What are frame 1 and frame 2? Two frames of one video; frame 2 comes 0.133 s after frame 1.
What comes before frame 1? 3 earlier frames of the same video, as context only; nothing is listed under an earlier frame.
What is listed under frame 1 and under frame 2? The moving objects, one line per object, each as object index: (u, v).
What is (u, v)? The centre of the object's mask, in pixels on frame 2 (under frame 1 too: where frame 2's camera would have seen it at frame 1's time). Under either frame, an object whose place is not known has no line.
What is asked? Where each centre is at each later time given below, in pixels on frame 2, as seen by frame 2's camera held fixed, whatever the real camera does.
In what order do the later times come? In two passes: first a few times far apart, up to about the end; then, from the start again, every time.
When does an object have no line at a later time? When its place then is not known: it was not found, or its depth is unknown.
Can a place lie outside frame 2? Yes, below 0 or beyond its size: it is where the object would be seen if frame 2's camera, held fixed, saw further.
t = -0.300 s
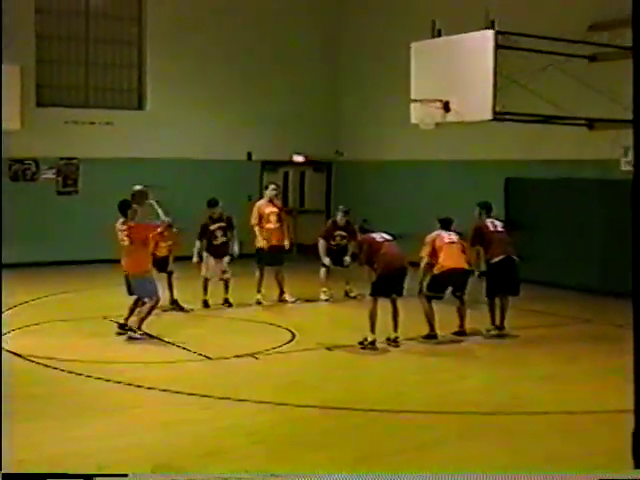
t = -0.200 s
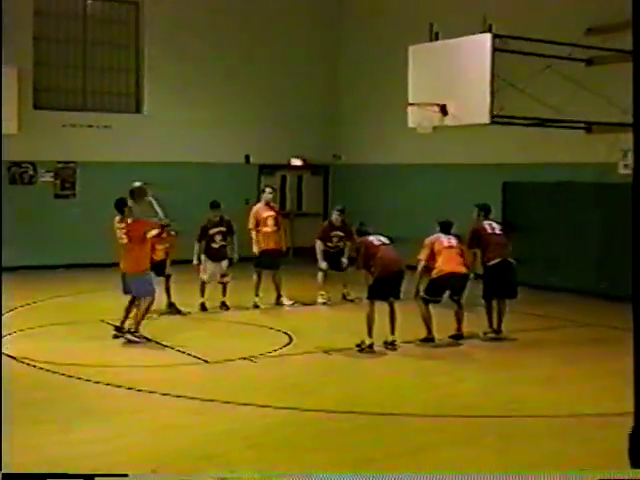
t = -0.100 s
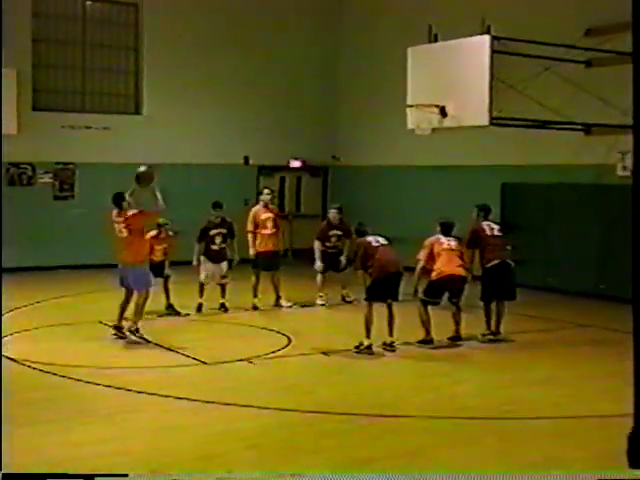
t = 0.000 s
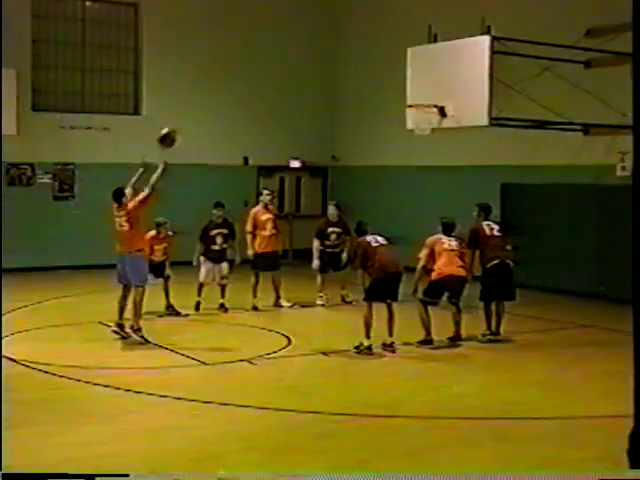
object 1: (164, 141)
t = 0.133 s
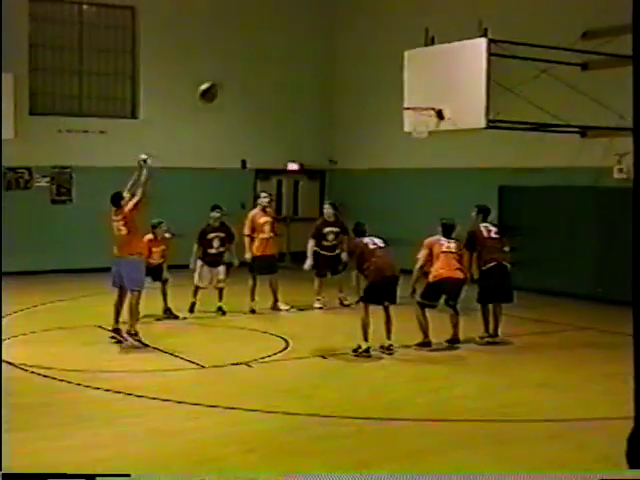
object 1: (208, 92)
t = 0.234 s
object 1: (239, 67)
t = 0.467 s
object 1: (305, 40)
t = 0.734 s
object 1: (375, 59)
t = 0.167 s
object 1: (218, 83)
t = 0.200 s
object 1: (228, 75)
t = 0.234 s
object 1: (239, 67)
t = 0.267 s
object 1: (249, 60)
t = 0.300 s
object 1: (259, 54)
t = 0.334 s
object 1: (268, 50)
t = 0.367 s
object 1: (278, 46)
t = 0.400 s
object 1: (286, 43)
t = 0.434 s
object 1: (296, 41)
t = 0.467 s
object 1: (305, 40)
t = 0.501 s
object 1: (315, 39)
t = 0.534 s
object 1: (323, 40)
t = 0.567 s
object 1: (333, 41)
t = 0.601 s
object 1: (341, 42)
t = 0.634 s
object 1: (351, 46)
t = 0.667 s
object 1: (359, 50)
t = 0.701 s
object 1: (368, 54)
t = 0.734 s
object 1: (375, 59)
